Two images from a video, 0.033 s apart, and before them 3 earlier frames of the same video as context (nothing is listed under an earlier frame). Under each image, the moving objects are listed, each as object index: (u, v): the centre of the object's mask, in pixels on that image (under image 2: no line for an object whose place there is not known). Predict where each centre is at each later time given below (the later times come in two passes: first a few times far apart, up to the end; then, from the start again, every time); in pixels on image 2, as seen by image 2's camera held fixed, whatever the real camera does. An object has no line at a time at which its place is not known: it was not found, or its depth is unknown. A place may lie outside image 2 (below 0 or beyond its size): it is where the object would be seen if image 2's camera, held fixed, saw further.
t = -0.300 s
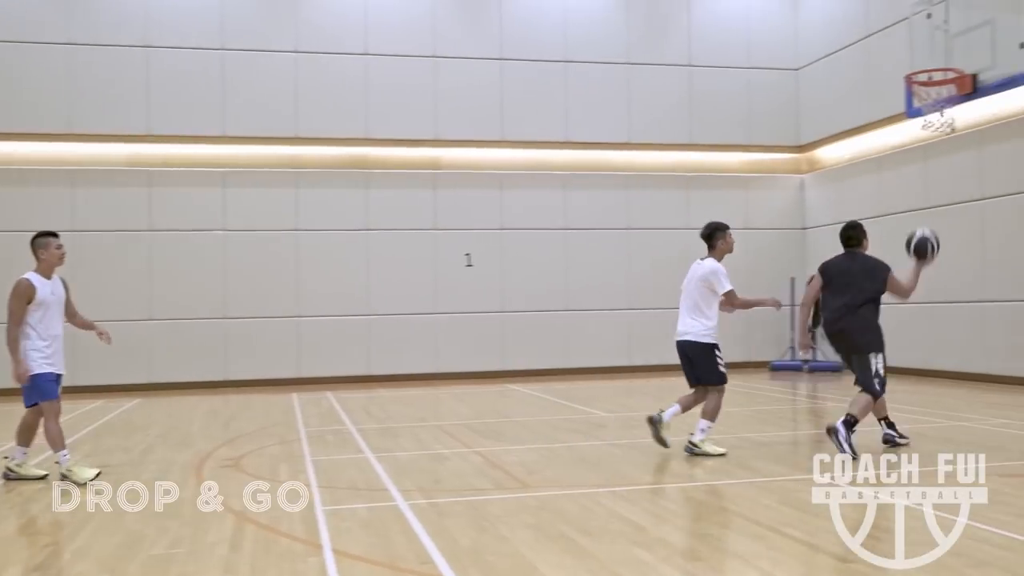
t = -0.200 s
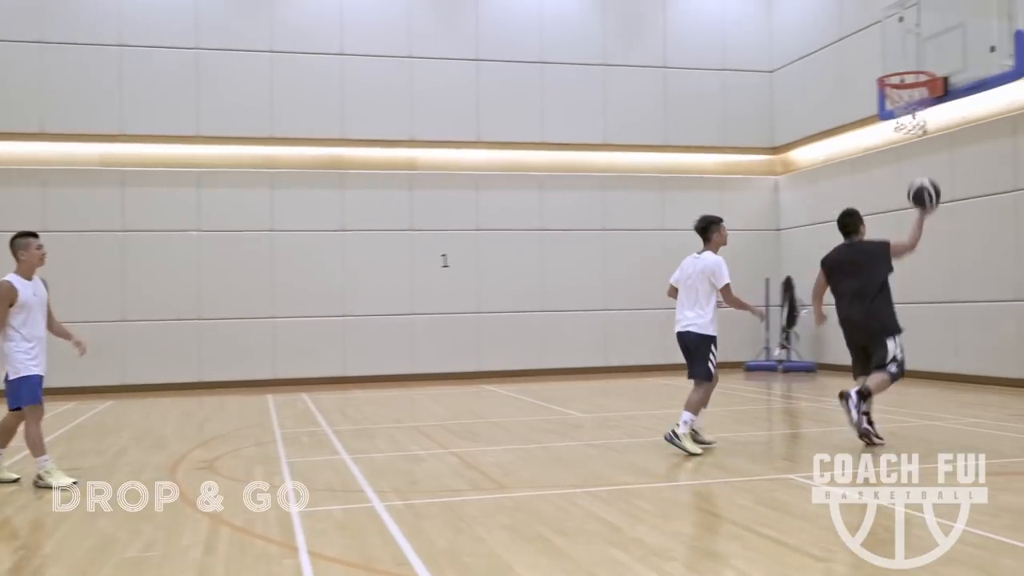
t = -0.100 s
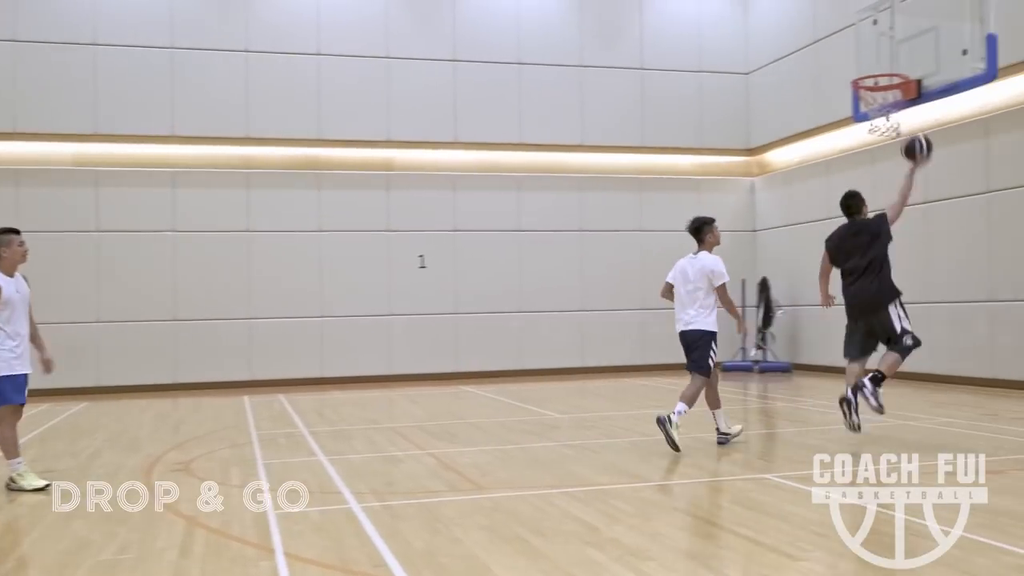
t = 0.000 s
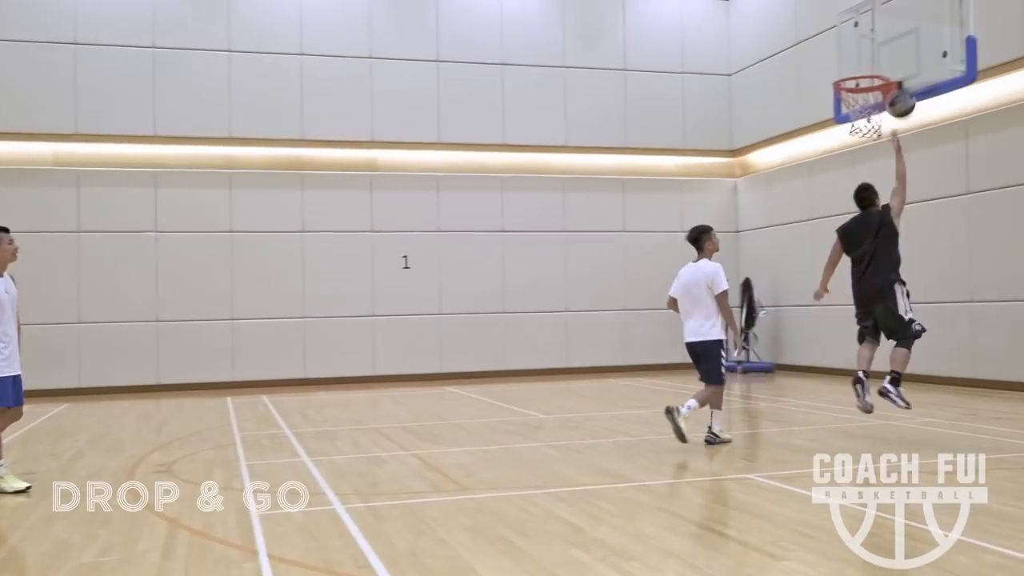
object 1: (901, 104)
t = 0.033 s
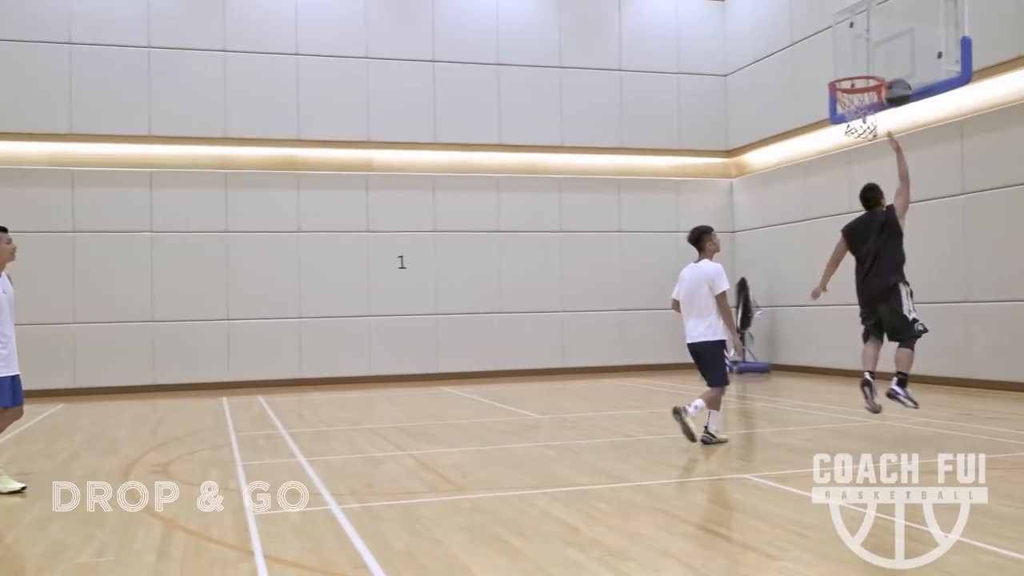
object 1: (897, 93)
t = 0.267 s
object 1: (900, 49)
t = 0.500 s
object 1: (863, 48)
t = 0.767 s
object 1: (865, 80)
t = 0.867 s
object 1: (855, 92)
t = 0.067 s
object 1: (898, 82)
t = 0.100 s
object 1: (897, 74)
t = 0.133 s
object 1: (897, 66)
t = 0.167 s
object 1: (898, 60)
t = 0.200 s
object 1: (898, 55)
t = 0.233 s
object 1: (899, 51)
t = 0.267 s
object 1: (900, 49)
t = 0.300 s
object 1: (899, 47)
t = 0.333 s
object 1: (892, 43)
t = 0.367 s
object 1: (886, 42)
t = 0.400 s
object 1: (880, 42)
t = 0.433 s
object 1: (874, 43)
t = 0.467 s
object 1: (869, 45)
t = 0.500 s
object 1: (863, 48)
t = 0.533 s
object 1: (858, 53)
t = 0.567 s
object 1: (852, 58)
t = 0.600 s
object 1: (846, 65)
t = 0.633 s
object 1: (840, 70)
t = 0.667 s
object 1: (842, 72)
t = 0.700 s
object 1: (850, 71)
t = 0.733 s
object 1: (857, 75)
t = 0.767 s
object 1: (865, 80)
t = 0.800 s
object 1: (866, 84)
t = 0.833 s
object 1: (861, 88)
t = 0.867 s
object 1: (855, 92)
